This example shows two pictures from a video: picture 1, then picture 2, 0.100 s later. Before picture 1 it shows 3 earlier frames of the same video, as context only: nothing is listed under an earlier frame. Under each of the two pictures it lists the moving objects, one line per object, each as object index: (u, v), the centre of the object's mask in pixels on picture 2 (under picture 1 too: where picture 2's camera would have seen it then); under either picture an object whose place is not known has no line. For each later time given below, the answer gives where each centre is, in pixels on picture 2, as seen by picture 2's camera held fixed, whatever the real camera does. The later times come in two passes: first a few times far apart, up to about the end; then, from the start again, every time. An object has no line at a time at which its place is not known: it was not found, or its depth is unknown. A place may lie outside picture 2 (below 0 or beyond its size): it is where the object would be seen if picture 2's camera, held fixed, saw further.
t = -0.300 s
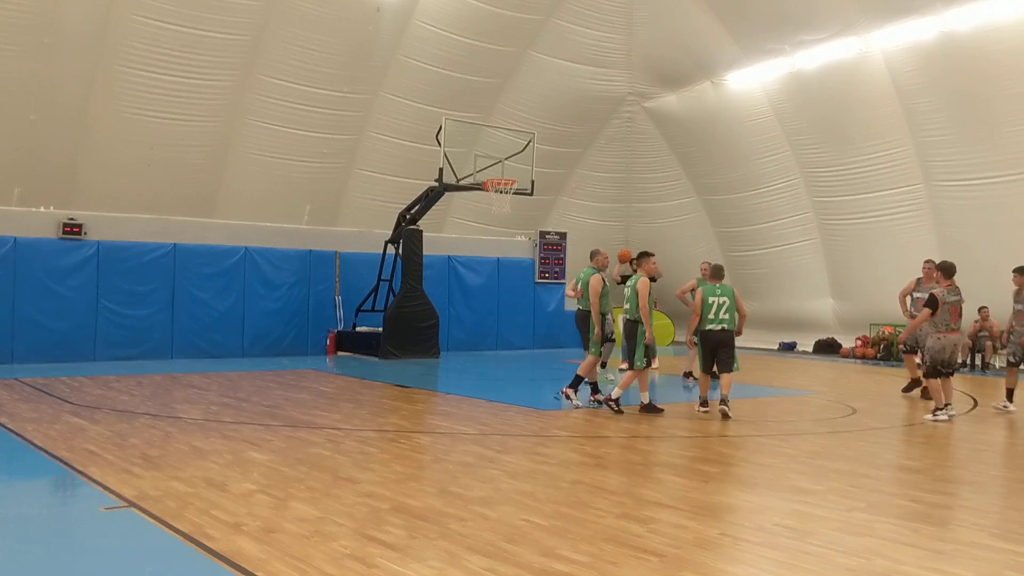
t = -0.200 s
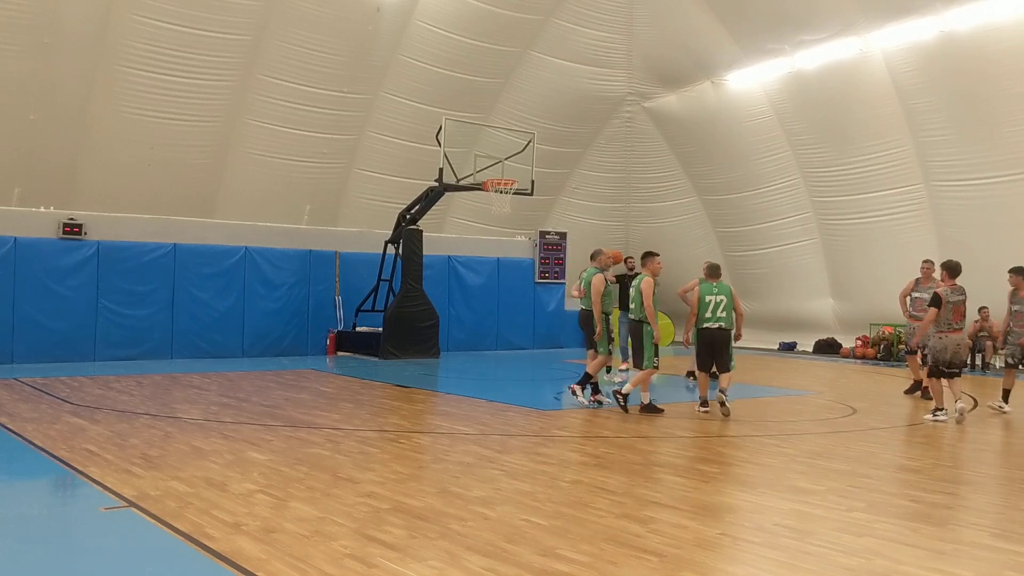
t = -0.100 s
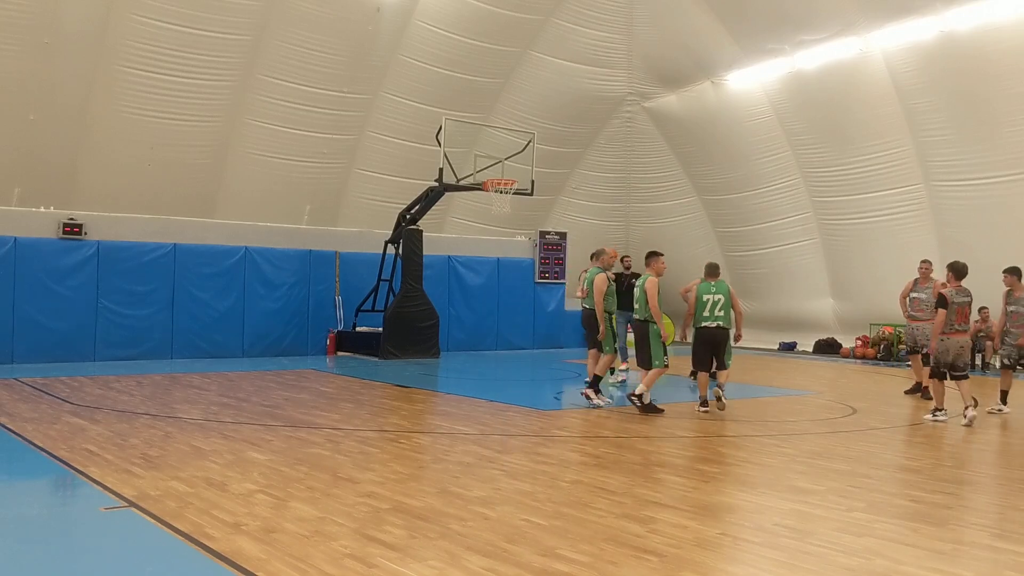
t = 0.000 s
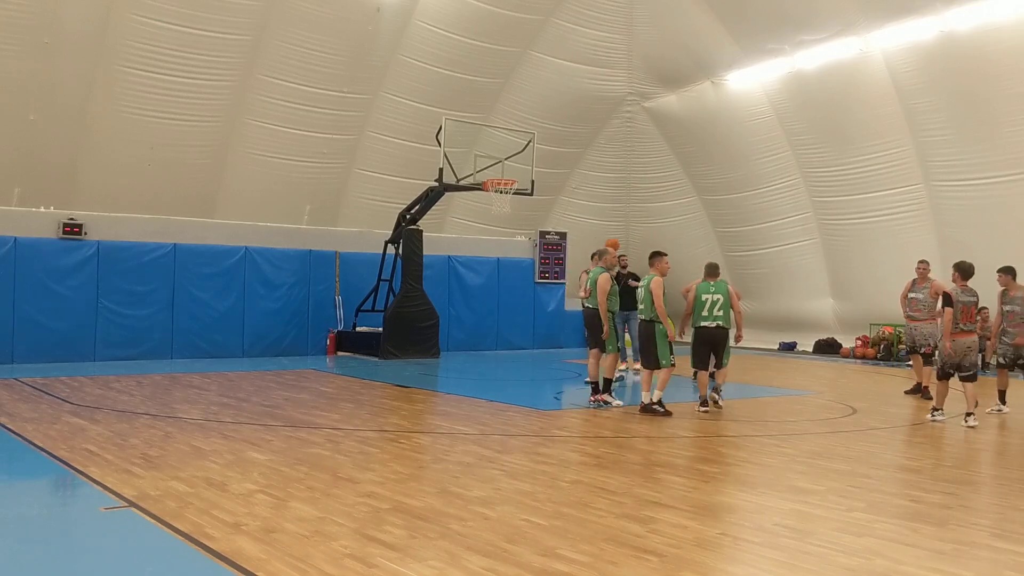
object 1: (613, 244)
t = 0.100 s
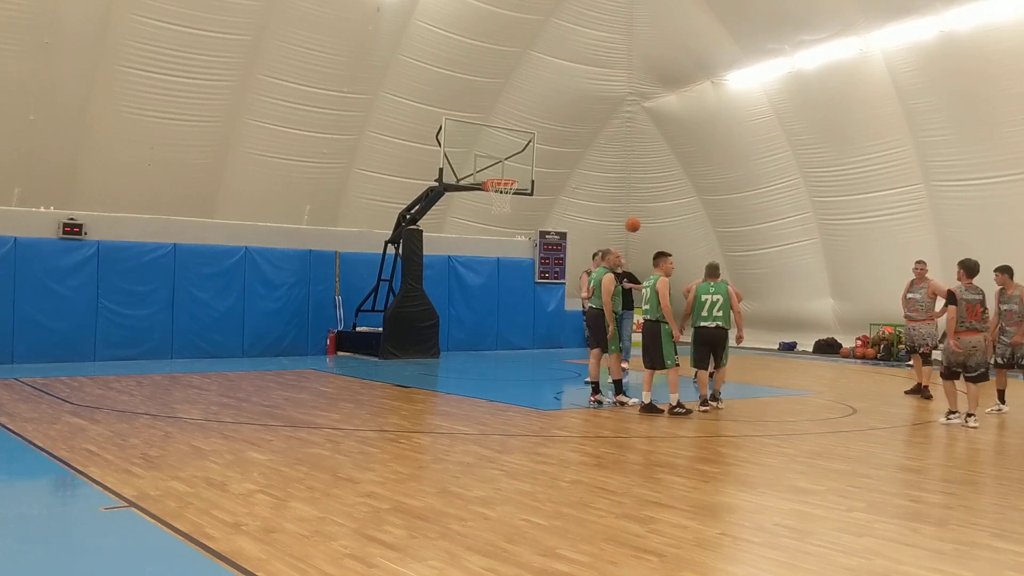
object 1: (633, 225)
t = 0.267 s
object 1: (673, 202)
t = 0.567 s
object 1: (760, 201)
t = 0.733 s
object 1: (819, 232)
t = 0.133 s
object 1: (640, 219)
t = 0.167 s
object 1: (648, 214)
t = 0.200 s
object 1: (656, 209)
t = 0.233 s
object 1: (665, 205)
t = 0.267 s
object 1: (673, 202)
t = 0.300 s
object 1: (682, 198)
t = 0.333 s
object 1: (691, 196)
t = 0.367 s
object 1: (700, 195)
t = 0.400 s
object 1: (709, 194)
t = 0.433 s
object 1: (719, 194)
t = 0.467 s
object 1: (728, 194)
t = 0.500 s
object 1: (739, 196)
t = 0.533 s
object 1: (750, 198)
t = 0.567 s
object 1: (760, 201)
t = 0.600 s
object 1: (771, 206)
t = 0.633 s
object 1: (783, 210)
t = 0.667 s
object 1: (794, 216)
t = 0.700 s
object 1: (807, 224)
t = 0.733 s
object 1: (819, 232)
